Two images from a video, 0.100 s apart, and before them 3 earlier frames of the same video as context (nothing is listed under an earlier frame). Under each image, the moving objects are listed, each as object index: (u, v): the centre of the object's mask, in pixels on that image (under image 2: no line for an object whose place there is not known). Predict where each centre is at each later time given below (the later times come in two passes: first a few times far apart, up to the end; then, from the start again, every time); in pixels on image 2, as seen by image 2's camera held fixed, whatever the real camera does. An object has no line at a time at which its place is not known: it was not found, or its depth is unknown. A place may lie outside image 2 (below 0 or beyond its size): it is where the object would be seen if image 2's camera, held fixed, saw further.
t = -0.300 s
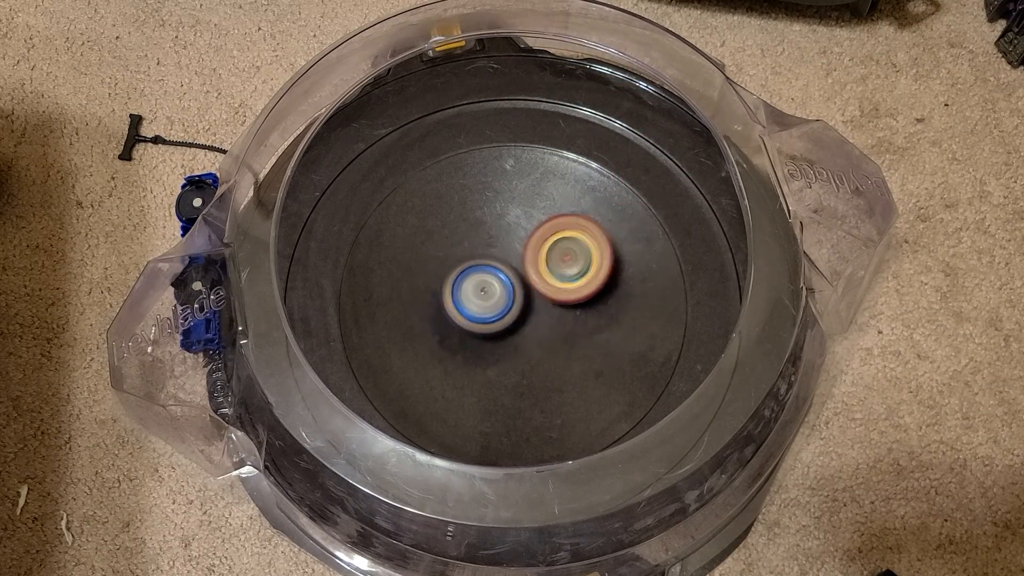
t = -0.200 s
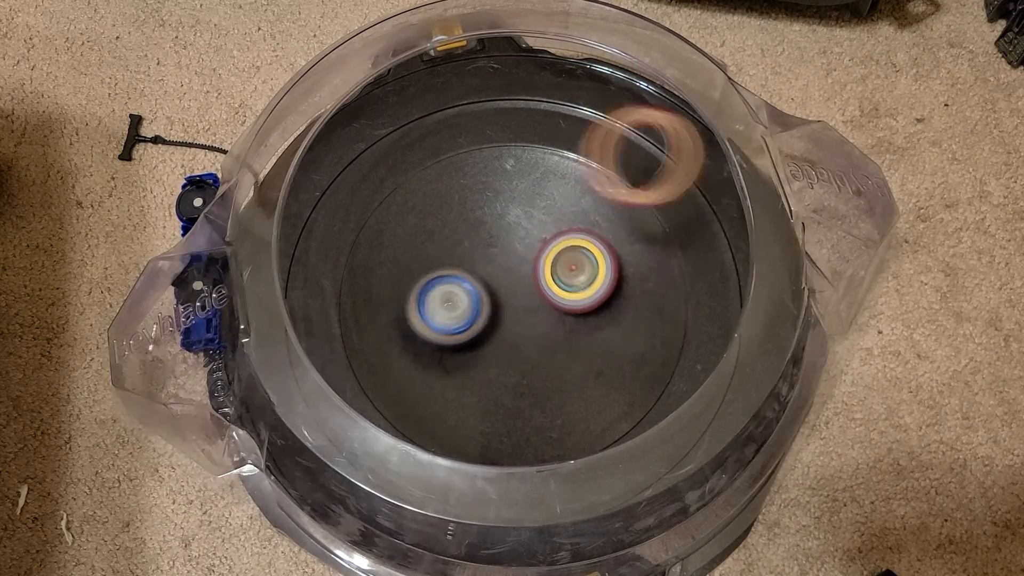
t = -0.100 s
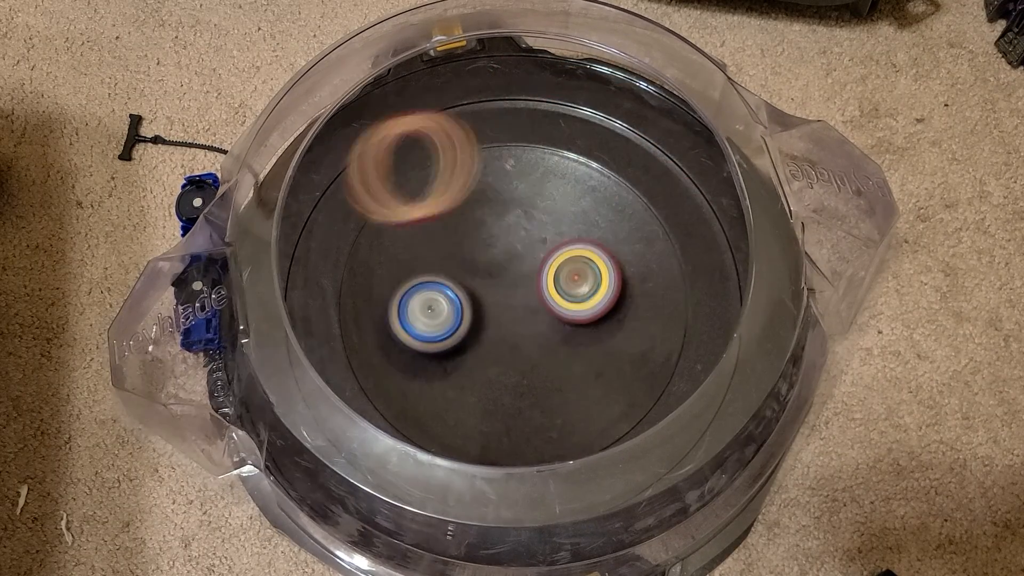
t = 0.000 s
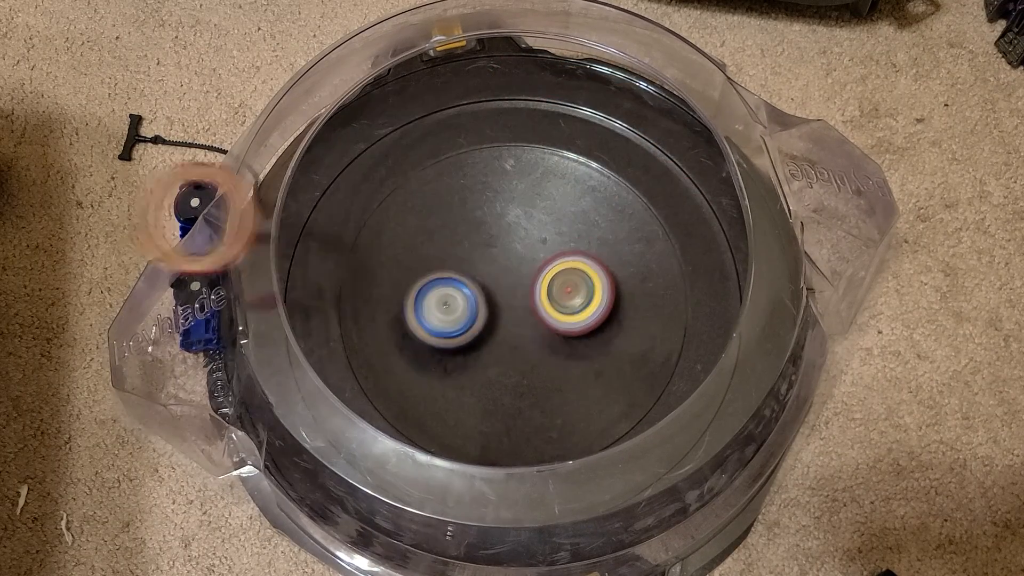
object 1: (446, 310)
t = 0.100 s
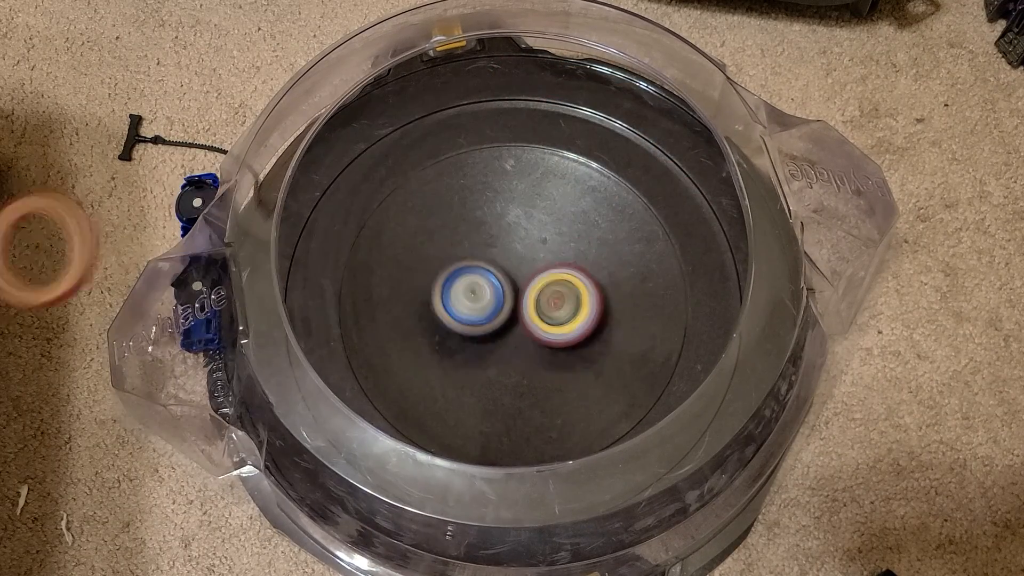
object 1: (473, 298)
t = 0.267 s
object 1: (478, 279)
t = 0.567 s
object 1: (486, 294)
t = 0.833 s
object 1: (474, 278)
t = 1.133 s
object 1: (497, 274)
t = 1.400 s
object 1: (515, 271)
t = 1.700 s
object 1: (527, 277)
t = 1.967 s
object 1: (537, 278)
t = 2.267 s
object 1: (531, 279)
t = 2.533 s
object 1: (535, 296)
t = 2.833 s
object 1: (540, 312)
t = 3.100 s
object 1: (546, 340)
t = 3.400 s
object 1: (507, 335)
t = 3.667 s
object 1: (494, 329)
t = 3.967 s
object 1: (484, 307)
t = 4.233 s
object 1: (468, 287)
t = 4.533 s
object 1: (475, 285)
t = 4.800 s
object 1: (485, 288)
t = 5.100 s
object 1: (497, 282)
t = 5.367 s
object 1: (500, 268)
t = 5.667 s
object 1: (474, 278)
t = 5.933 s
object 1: (504, 297)
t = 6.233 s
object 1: (483, 282)
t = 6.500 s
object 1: (516, 284)
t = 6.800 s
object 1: (540, 299)
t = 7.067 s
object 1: (533, 316)
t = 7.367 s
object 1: (520, 338)
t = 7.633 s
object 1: (524, 355)
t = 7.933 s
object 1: (533, 361)
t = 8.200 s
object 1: (549, 356)
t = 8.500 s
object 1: (574, 299)
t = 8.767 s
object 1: (528, 306)
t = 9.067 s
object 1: (588, 309)
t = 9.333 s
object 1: (556, 306)
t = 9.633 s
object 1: (558, 296)
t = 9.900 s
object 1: (562, 282)
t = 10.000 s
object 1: (525, 265)
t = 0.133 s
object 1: (468, 292)
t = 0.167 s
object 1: (467, 288)
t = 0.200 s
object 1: (468, 283)
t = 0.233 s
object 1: (472, 281)
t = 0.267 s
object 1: (478, 279)
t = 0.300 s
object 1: (485, 280)
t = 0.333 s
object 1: (492, 282)
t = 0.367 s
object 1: (500, 285)
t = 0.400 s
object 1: (500, 287)
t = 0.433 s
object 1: (495, 286)
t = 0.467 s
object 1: (491, 288)
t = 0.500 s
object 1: (488, 290)
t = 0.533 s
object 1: (486, 291)
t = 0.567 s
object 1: (486, 294)
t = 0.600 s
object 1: (487, 297)
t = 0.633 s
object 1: (489, 297)
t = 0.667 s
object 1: (492, 298)
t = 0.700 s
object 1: (489, 295)
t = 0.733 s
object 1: (480, 287)
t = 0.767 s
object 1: (475, 282)
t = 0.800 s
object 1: (473, 279)
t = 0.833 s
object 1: (474, 278)
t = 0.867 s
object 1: (478, 277)
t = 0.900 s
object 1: (482, 278)
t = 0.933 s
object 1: (487, 280)
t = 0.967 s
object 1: (492, 281)
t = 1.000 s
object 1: (496, 282)
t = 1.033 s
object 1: (494, 278)
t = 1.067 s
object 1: (493, 275)
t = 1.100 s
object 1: (494, 274)
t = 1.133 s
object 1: (497, 274)
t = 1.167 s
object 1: (497, 271)
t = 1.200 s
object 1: (498, 269)
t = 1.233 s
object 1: (499, 269)
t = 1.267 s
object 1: (502, 269)
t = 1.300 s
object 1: (506, 271)
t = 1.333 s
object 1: (509, 271)
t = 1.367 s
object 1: (512, 270)
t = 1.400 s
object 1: (515, 271)
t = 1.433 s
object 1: (517, 274)
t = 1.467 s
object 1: (519, 273)
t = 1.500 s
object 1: (521, 273)
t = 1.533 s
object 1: (522, 275)
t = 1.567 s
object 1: (522, 278)
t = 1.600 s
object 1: (524, 276)
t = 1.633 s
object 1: (525, 274)
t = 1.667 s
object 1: (526, 274)
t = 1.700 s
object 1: (527, 277)
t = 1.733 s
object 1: (527, 281)
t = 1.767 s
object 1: (527, 285)
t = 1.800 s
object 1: (531, 284)
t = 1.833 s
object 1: (534, 284)
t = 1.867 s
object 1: (537, 287)
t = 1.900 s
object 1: (536, 284)
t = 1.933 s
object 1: (535, 282)
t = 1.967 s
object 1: (537, 278)
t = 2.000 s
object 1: (537, 275)
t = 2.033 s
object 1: (536, 274)
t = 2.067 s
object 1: (534, 274)
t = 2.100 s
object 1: (532, 275)
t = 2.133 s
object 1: (534, 273)
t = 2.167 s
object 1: (535, 273)
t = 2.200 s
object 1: (534, 274)
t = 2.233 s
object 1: (533, 276)
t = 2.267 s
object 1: (531, 279)
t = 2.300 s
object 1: (535, 281)
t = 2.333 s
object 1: (541, 282)
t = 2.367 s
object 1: (544, 284)
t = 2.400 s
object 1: (544, 286)
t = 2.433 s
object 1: (543, 288)
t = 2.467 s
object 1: (541, 291)
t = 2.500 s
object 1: (538, 293)
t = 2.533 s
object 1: (535, 296)
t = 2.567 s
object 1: (531, 298)
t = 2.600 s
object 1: (527, 299)
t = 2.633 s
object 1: (534, 303)
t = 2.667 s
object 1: (542, 306)
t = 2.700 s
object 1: (546, 308)
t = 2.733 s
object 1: (547, 310)
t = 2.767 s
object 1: (546, 310)
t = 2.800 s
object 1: (543, 311)
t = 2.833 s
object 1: (540, 312)
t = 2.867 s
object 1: (535, 312)
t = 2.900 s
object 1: (533, 314)
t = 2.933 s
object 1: (544, 324)
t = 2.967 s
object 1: (551, 331)
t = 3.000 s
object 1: (554, 336)
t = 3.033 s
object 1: (554, 338)
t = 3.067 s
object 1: (551, 340)
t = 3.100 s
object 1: (546, 340)
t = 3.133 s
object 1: (540, 339)
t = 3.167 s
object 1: (533, 337)
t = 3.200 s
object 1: (528, 334)
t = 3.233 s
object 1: (522, 332)
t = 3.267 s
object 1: (518, 329)
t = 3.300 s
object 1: (515, 326)
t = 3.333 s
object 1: (513, 323)
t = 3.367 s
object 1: (511, 322)
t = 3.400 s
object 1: (507, 335)
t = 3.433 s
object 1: (505, 344)
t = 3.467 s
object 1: (503, 349)
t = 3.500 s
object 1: (501, 350)
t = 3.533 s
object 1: (499, 349)
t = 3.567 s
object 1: (497, 345)
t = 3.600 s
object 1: (495, 340)
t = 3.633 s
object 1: (494, 334)
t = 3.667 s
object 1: (494, 329)
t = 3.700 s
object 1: (494, 324)
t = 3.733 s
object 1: (496, 320)
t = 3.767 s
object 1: (497, 316)
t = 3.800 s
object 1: (499, 313)
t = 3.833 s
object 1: (499, 311)
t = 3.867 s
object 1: (490, 311)
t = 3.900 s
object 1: (486, 311)
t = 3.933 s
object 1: (484, 309)
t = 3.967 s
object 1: (484, 307)
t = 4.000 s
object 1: (485, 304)
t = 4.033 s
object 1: (476, 302)
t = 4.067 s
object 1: (470, 299)
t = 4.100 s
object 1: (467, 296)
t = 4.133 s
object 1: (467, 293)
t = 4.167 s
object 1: (469, 292)
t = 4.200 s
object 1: (471, 289)
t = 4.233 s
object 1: (468, 287)
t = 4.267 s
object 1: (468, 286)
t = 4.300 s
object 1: (469, 284)
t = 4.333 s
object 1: (472, 283)
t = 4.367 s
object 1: (470, 283)
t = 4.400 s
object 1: (467, 284)
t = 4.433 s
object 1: (467, 284)
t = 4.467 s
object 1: (469, 285)
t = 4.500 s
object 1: (471, 285)
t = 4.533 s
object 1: (475, 285)
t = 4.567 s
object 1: (478, 285)
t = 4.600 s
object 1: (481, 285)
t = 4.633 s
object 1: (485, 286)
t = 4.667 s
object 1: (488, 286)
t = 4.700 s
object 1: (491, 287)
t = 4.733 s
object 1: (488, 288)
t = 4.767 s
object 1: (485, 287)
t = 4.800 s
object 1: (485, 288)
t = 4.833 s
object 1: (486, 288)
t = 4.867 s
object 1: (487, 290)
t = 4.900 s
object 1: (489, 291)
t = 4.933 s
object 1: (492, 293)
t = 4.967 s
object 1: (495, 293)
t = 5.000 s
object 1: (498, 294)
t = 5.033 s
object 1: (499, 292)
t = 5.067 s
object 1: (499, 287)
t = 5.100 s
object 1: (497, 282)
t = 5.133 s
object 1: (497, 278)
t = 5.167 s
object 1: (499, 278)
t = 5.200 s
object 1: (500, 278)
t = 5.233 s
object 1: (500, 277)
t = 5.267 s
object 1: (498, 271)
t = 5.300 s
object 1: (497, 268)
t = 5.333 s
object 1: (498, 268)
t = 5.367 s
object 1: (500, 268)
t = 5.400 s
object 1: (503, 270)
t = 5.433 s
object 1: (500, 271)
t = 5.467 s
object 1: (487, 268)
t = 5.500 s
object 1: (477, 265)
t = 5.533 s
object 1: (471, 266)
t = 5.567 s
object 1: (468, 267)
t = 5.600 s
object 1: (468, 270)
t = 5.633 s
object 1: (470, 274)
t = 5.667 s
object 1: (474, 278)
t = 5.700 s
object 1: (480, 282)
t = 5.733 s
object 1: (485, 286)
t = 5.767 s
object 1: (491, 290)
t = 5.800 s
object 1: (497, 293)
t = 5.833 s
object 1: (503, 295)
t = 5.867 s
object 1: (507, 298)
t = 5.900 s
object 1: (511, 298)
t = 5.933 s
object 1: (504, 297)
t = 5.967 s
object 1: (496, 295)
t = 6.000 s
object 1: (490, 293)
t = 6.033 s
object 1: (487, 293)
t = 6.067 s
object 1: (483, 292)
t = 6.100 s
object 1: (480, 289)
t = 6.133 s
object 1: (479, 287)
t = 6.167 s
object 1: (479, 285)
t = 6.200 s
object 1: (480, 283)
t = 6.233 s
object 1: (483, 282)
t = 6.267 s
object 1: (486, 281)
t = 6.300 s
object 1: (491, 280)
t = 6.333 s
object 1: (496, 280)
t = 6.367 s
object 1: (500, 281)
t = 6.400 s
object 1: (505, 280)
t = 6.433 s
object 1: (509, 281)
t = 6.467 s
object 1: (513, 283)
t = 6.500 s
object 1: (516, 284)
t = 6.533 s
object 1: (521, 284)
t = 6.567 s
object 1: (524, 285)
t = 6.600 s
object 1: (527, 286)
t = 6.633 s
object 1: (528, 288)
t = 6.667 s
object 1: (529, 290)
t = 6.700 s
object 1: (532, 292)
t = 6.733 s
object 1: (536, 295)
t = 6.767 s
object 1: (539, 297)
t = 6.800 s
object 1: (540, 299)
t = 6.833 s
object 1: (539, 301)
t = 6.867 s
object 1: (539, 303)
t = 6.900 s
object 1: (537, 305)
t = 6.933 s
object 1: (538, 310)
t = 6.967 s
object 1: (537, 313)
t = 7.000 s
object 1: (535, 314)
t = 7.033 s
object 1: (535, 315)
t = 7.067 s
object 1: (533, 316)
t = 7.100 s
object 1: (532, 317)
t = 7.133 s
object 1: (531, 326)
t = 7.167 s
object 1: (529, 334)
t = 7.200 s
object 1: (527, 339)
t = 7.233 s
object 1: (526, 341)
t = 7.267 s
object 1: (524, 341)
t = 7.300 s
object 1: (523, 341)
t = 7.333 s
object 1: (521, 339)
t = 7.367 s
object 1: (520, 338)
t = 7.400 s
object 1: (519, 336)
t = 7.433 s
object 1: (518, 334)
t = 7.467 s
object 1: (519, 335)
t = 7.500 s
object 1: (521, 342)
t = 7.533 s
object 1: (523, 348)
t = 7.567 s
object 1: (523, 349)
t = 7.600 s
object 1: (524, 350)
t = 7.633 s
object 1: (524, 355)
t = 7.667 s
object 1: (525, 358)
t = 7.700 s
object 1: (525, 360)
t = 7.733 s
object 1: (529, 366)
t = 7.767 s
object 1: (530, 368)
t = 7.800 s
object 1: (530, 369)
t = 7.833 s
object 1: (530, 367)
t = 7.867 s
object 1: (530, 364)
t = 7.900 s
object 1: (529, 360)
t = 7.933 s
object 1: (533, 361)
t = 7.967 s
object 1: (544, 371)
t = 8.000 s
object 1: (552, 376)
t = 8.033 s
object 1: (555, 377)
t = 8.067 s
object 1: (557, 376)
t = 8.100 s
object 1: (557, 374)
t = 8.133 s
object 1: (556, 369)
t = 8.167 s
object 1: (553, 363)
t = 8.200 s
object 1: (549, 356)
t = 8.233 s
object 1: (544, 348)
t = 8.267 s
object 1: (540, 338)
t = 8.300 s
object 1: (535, 328)
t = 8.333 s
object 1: (537, 320)
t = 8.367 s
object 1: (552, 314)
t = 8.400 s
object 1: (564, 309)
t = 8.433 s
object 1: (570, 304)
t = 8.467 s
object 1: (573, 301)
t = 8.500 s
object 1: (574, 299)
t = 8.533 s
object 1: (571, 298)
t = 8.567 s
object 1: (567, 298)
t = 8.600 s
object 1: (562, 298)
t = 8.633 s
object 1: (555, 299)
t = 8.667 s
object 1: (548, 300)
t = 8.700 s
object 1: (540, 301)
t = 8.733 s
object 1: (534, 303)
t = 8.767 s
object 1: (528, 306)
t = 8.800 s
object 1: (523, 307)
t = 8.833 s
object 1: (524, 310)
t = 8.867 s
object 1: (533, 310)
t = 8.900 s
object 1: (541, 309)
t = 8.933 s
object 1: (551, 310)
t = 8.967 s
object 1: (569, 310)
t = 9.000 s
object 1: (582, 310)
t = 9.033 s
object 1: (587, 309)
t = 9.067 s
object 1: (588, 309)
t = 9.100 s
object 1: (586, 309)
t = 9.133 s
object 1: (583, 309)
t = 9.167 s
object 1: (578, 309)
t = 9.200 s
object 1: (570, 307)
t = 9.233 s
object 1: (567, 305)
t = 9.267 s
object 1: (565, 306)
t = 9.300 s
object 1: (561, 306)
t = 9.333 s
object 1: (556, 306)
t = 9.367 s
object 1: (556, 306)
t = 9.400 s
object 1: (559, 308)
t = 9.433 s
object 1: (560, 309)
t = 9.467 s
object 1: (559, 310)
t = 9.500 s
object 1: (558, 309)
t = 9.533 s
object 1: (555, 309)
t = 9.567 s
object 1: (551, 307)
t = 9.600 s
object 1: (549, 304)
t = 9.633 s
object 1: (558, 296)
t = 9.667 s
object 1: (571, 288)
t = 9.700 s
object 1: (580, 282)
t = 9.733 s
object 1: (583, 278)
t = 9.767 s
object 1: (583, 279)
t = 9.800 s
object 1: (580, 280)
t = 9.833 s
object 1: (576, 282)
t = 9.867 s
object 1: (569, 283)
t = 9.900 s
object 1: (562, 282)
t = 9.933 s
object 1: (553, 275)
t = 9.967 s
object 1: (538, 269)
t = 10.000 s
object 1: (525, 265)
